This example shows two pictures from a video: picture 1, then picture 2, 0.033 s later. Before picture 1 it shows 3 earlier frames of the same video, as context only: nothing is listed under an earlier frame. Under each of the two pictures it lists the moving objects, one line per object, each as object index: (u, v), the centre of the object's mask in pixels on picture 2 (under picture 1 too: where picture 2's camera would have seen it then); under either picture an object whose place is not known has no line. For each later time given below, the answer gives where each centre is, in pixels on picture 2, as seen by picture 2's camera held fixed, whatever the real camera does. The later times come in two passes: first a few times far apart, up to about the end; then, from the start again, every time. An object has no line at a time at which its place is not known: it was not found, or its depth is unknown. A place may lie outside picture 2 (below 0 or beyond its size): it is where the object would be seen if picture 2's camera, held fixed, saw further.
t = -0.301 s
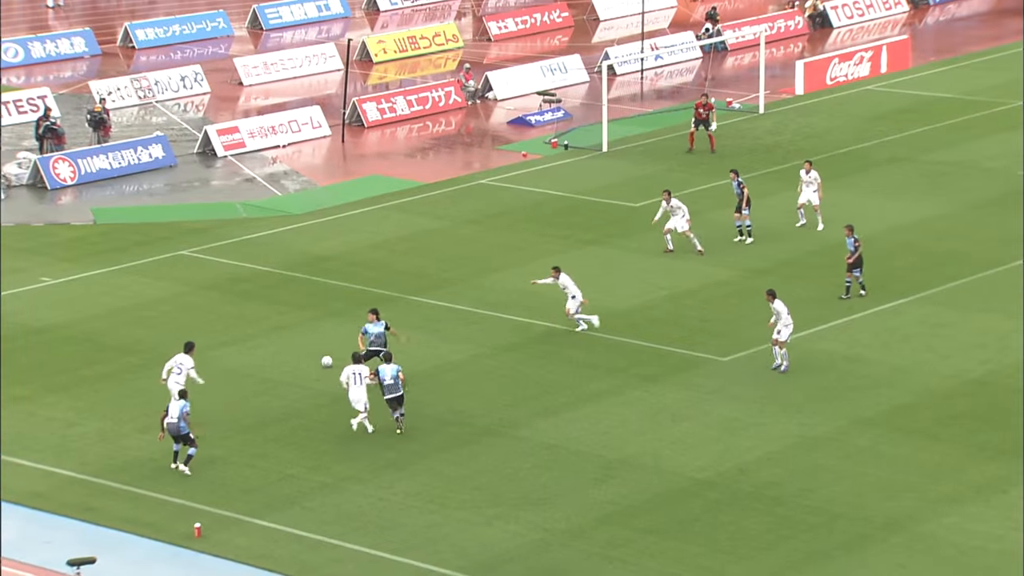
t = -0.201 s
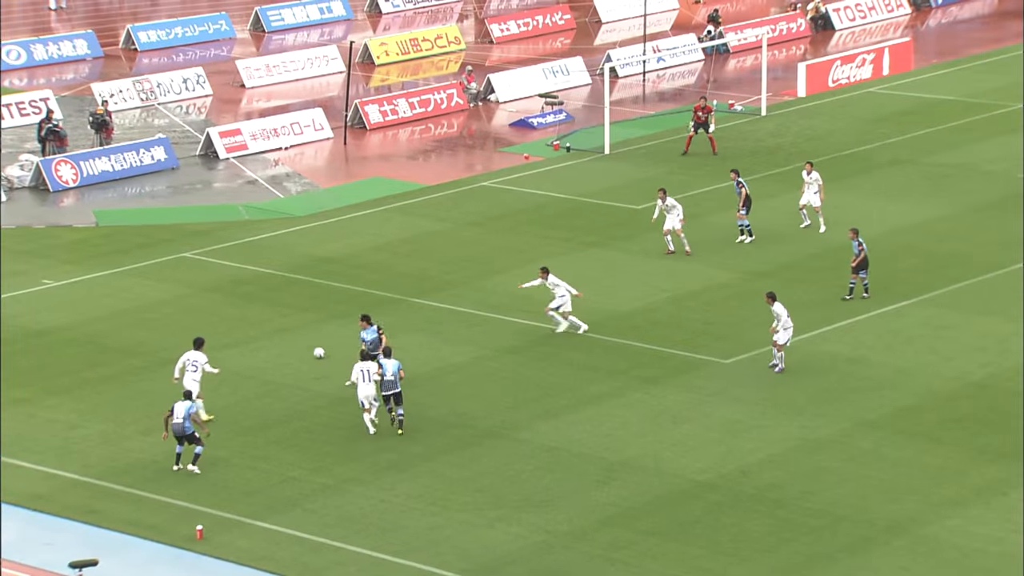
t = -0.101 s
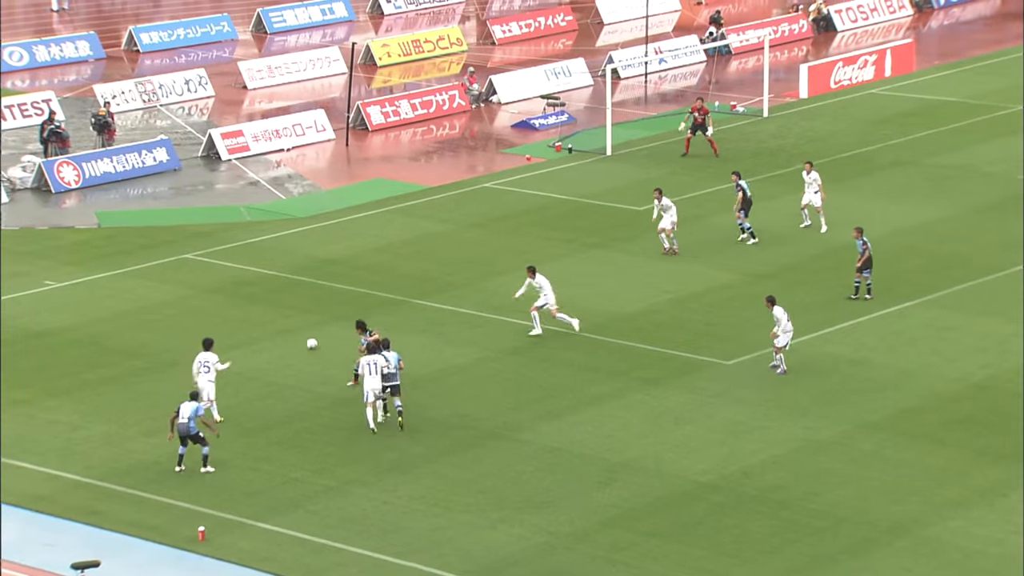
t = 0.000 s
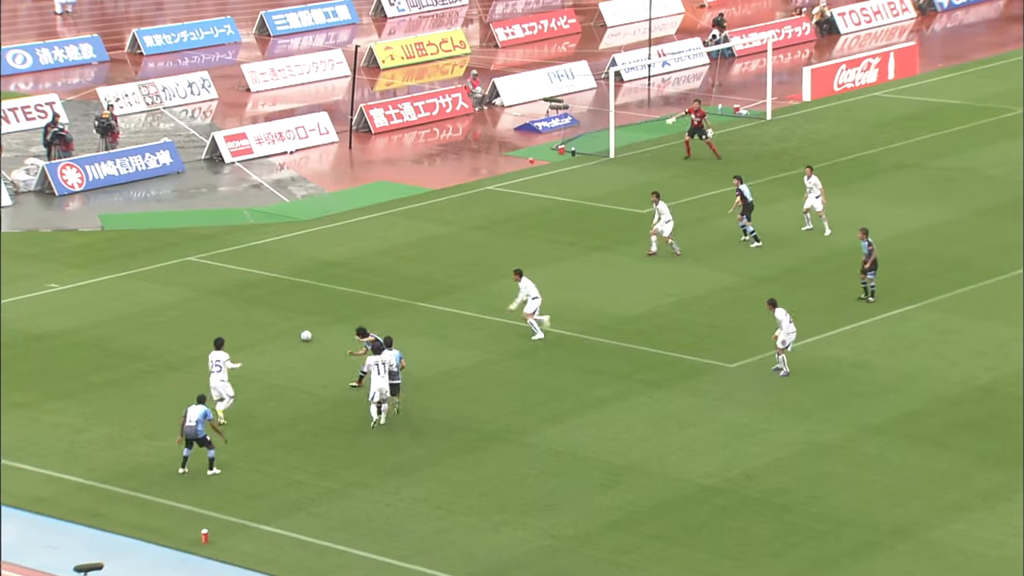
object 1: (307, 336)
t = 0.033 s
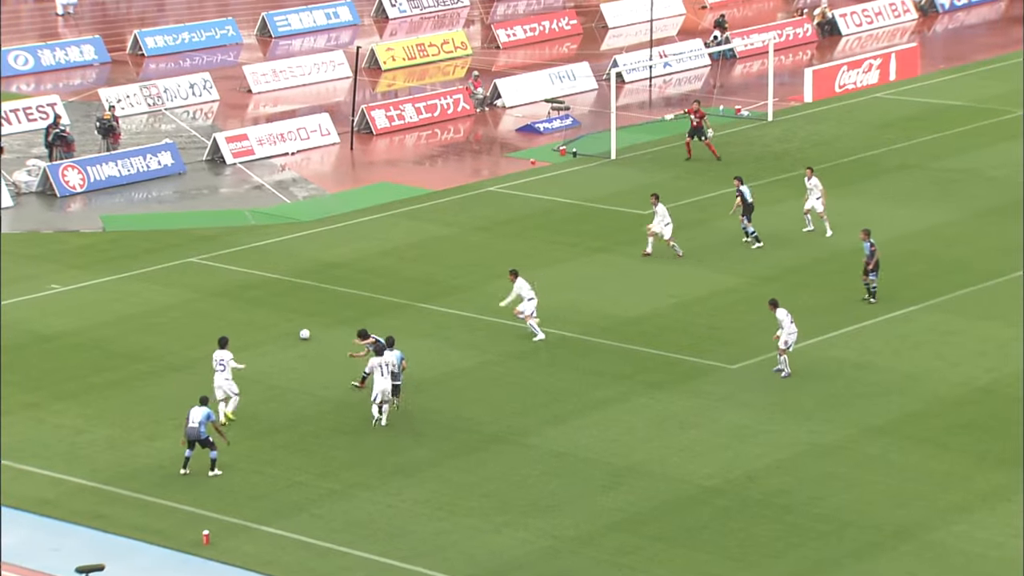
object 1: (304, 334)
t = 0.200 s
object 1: (291, 320)
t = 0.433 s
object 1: (274, 303)
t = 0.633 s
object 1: (262, 290)
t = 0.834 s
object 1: (251, 279)
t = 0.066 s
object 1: (301, 331)
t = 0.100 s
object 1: (298, 328)
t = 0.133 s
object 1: (296, 325)
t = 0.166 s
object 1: (294, 322)
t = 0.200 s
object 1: (291, 320)
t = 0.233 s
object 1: (288, 317)
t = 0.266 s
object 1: (286, 314)
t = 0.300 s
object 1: (284, 312)
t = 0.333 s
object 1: (281, 309)
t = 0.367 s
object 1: (279, 307)
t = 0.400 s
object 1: (277, 304)
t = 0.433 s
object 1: (274, 303)
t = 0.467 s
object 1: (272, 300)
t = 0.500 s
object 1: (271, 297)
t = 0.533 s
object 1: (268, 296)
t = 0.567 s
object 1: (266, 294)
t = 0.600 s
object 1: (264, 292)
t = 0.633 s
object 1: (262, 290)
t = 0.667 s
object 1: (260, 288)
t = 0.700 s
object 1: (258, 286)
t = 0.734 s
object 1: (256, 284)
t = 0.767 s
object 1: (254, 283)
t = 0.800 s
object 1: (253, 281)
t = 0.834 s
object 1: (251, 279)
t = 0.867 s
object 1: (249, 278)
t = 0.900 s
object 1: (247, 276)
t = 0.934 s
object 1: (245, 274)
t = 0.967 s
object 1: (244, 273)
